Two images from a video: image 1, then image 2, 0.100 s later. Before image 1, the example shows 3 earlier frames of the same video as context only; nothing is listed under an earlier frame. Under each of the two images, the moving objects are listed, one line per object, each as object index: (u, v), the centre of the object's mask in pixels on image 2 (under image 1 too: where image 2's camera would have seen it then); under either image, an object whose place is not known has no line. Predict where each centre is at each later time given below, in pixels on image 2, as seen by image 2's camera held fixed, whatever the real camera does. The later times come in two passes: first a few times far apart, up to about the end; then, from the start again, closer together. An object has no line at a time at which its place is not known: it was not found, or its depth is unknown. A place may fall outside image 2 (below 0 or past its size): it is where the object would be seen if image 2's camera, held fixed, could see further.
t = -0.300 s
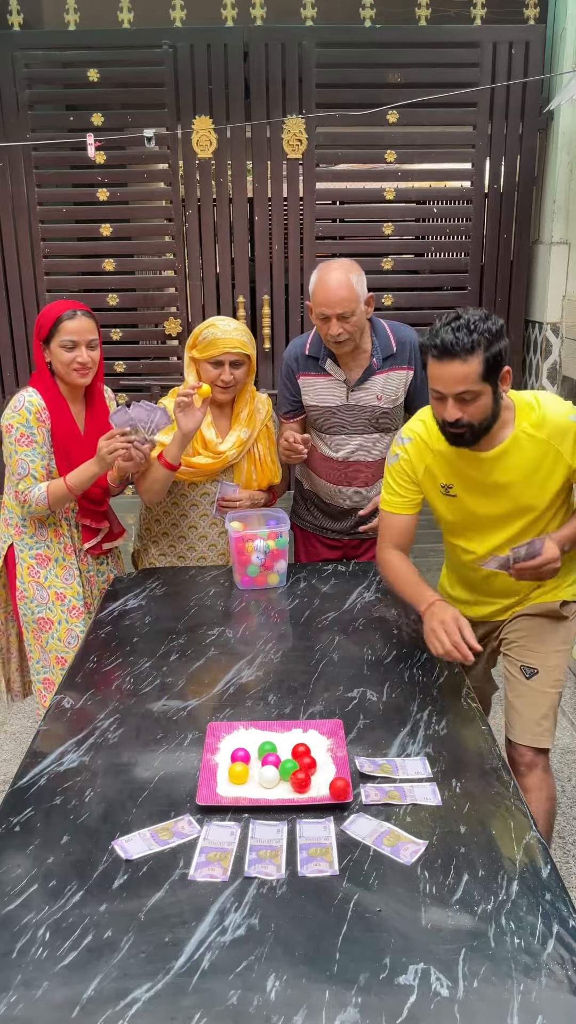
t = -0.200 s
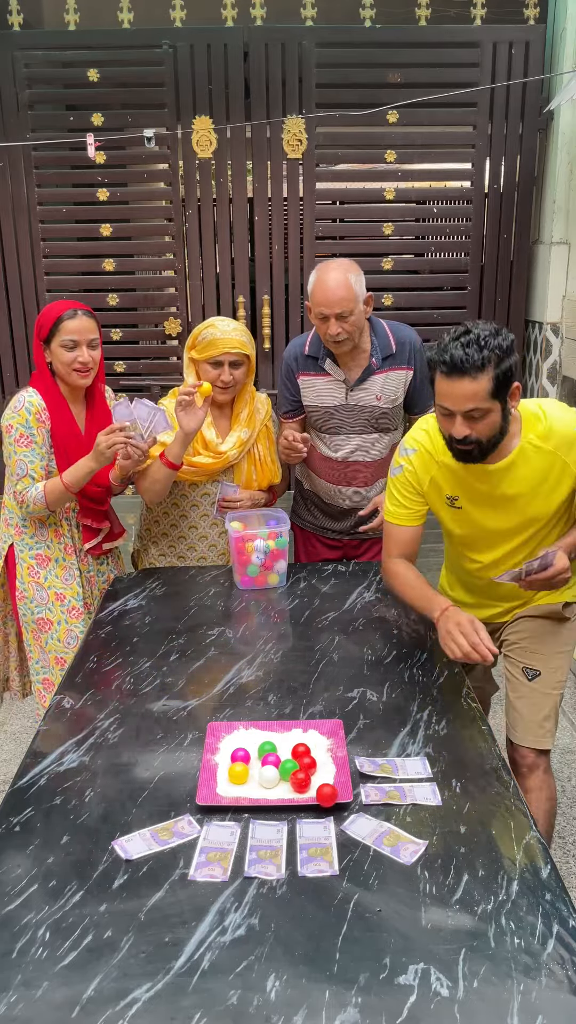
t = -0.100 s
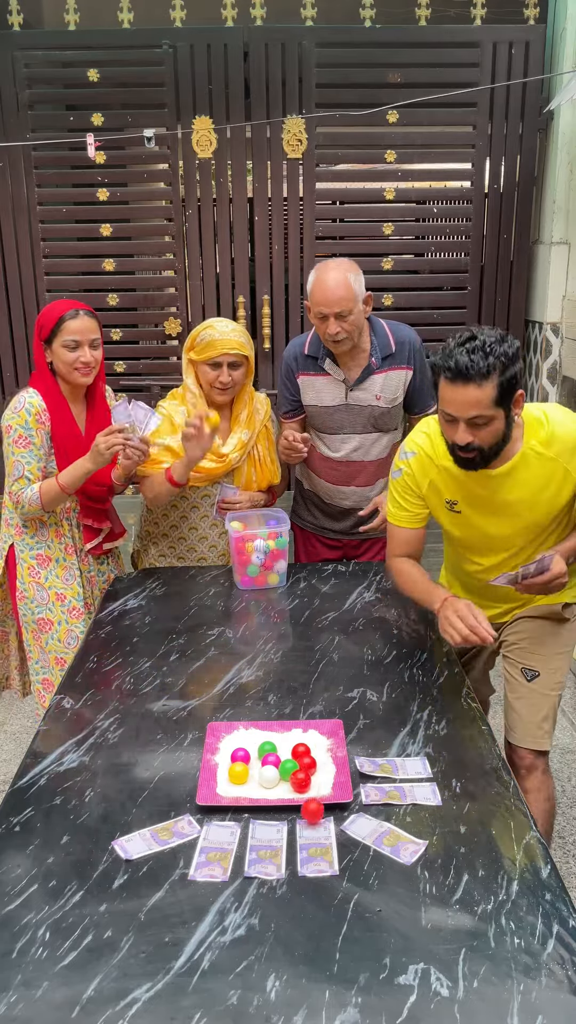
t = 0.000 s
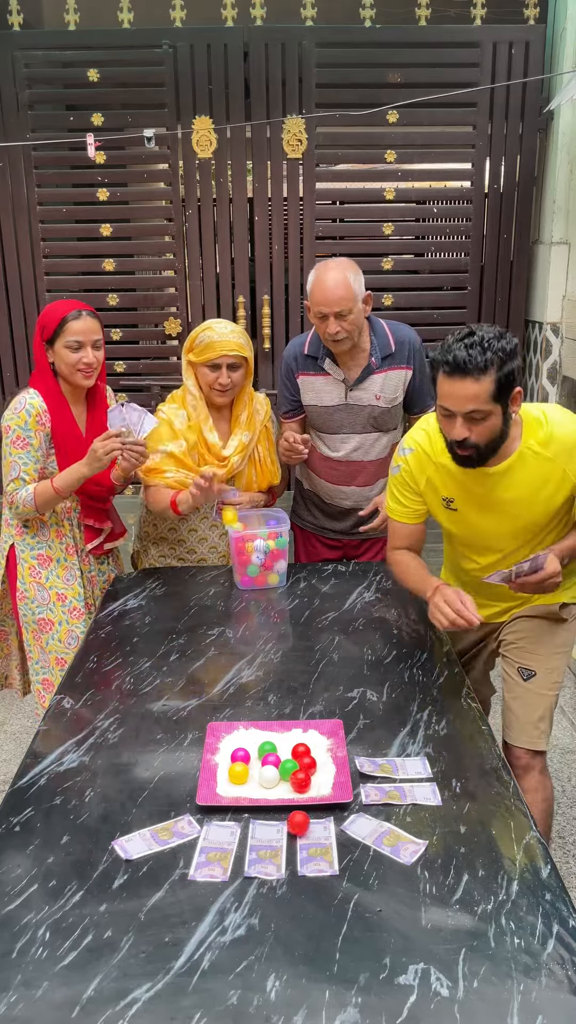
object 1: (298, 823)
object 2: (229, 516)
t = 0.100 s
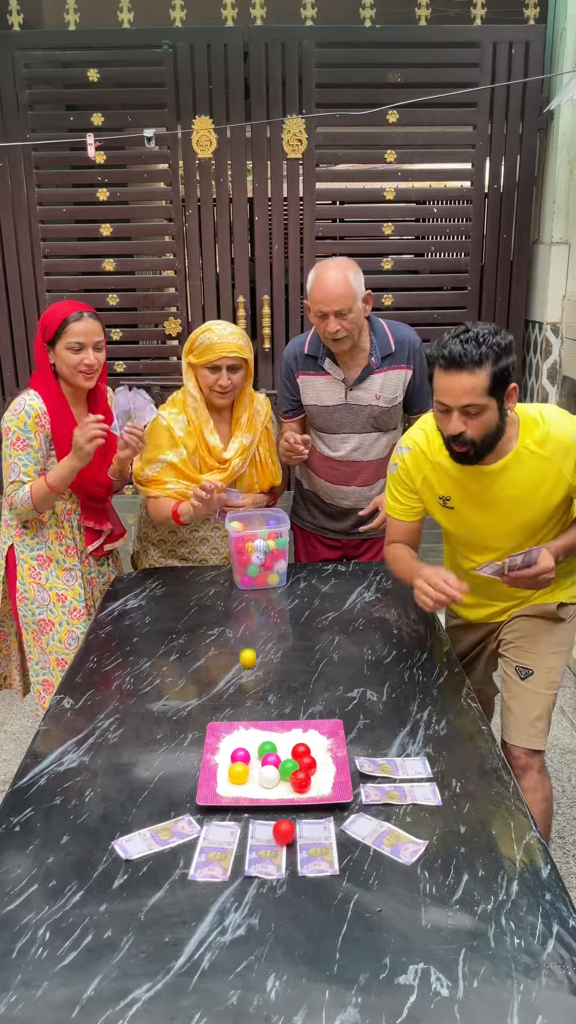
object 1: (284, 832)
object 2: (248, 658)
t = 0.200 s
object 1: (269, 840)
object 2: (249, 603)
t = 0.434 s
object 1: (234, 854)
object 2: (258, 638)
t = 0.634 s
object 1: (208, 864)
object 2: (257, 758)
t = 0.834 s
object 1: (183, 868)
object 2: (255, 760)
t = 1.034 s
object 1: (160, 869)
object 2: (255, 760)
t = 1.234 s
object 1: (142, 870)
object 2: (255, 760)
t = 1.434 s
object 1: (129, 868)
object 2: (255, 760)
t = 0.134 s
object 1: (279, 834)
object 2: (248, 636)
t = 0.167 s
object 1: (274, 837)
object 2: (248, 617)
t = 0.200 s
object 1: (269, 840)
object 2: (249, 603)
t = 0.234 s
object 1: (264, 843)
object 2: (250, 593)
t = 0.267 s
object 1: (259, 845)
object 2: (251, 587)
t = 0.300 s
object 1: (254, 847)
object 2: (252, 587)
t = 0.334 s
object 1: (250, 849)
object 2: (253, 592)
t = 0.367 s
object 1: (245, 851)
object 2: (255, 601)
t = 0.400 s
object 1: (239, 853)
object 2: (256, 617)
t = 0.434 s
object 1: (234, 854)
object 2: (258, 638)
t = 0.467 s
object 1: (230, 856)
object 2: (260, 666)
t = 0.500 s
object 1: (225, 857)
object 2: (262, 699)
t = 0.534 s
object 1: (220, 859)
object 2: (264, 738)
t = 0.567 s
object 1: (216, 860)
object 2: (263, 755)
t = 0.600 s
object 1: (212, 862)
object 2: (261, 756)
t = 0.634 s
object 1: (208, 864)
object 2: (257, 758)
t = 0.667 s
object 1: (203, 865)
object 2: (255, 760)
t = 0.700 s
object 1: (200, 865)
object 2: (255, 760)
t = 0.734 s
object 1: (196, 866)
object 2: (255, 760)
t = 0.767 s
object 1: (192, 867)
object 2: (255, 760)
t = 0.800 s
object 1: (187, 867)
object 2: (255, 760)
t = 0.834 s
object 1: (183, 868)
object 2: (255, 760)
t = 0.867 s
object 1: (179, 868)
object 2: (255, 760)
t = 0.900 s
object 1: (175, 869)
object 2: (255, 760)
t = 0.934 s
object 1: (171, 869)
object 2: (255, 760)
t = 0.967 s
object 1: (167, 869)
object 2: (255, 760)
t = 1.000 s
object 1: (163, 869)
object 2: (255, 760)
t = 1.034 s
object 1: (160, 869)
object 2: (255, 760)
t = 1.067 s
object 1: (156, 870)
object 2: (255, 760)
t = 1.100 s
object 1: (153, 870)
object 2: (255, 760)
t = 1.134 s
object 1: (150, 870)
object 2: (255, 760)
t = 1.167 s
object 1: (147, 870)
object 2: (255, 760)
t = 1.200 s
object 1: (144, 870)
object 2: (255, 760)
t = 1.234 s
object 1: (142, 870)
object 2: (255, 760)
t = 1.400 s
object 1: (131, 868)
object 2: (255, 760)
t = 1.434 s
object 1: (129, 868)
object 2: (255, 760)
